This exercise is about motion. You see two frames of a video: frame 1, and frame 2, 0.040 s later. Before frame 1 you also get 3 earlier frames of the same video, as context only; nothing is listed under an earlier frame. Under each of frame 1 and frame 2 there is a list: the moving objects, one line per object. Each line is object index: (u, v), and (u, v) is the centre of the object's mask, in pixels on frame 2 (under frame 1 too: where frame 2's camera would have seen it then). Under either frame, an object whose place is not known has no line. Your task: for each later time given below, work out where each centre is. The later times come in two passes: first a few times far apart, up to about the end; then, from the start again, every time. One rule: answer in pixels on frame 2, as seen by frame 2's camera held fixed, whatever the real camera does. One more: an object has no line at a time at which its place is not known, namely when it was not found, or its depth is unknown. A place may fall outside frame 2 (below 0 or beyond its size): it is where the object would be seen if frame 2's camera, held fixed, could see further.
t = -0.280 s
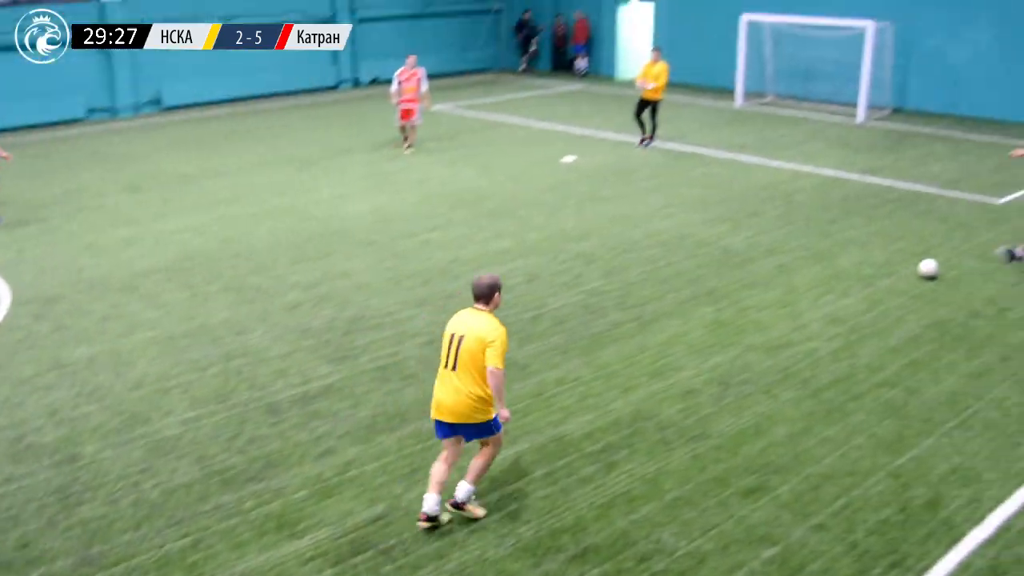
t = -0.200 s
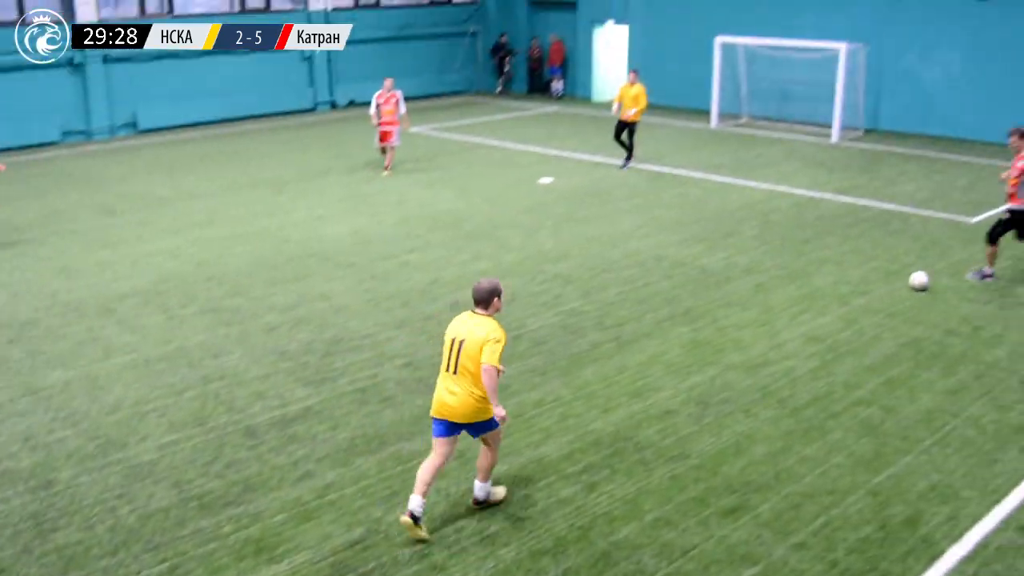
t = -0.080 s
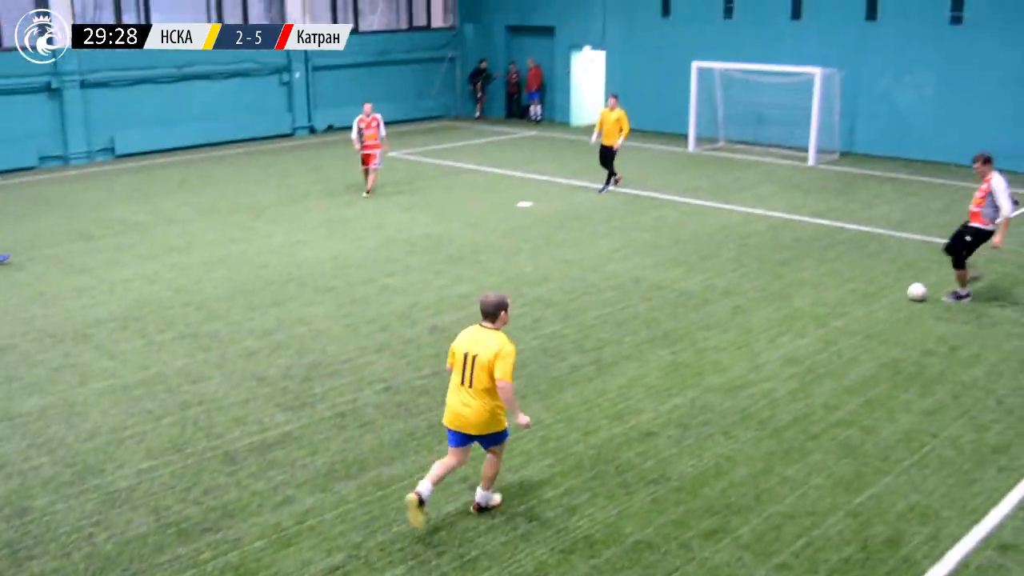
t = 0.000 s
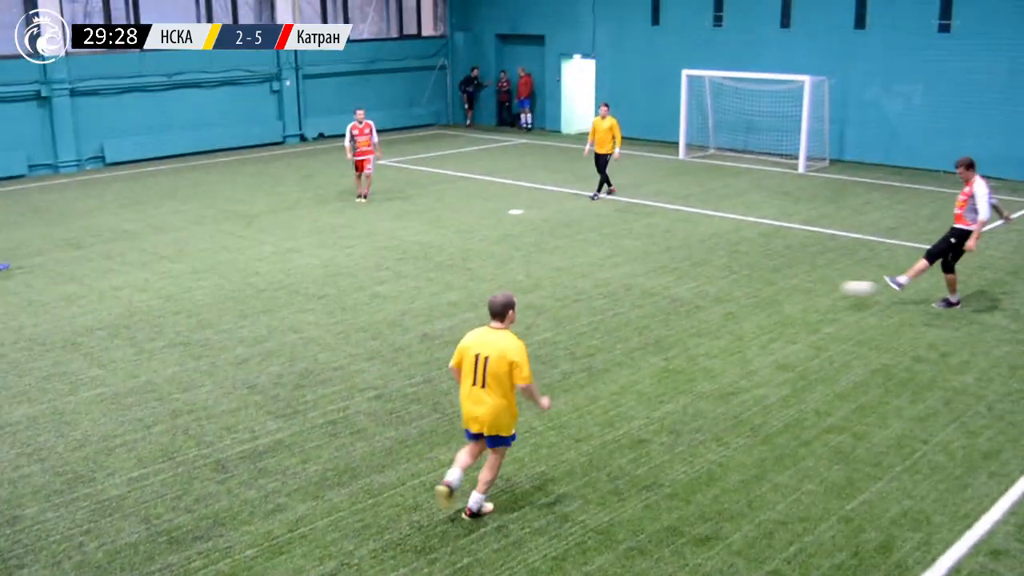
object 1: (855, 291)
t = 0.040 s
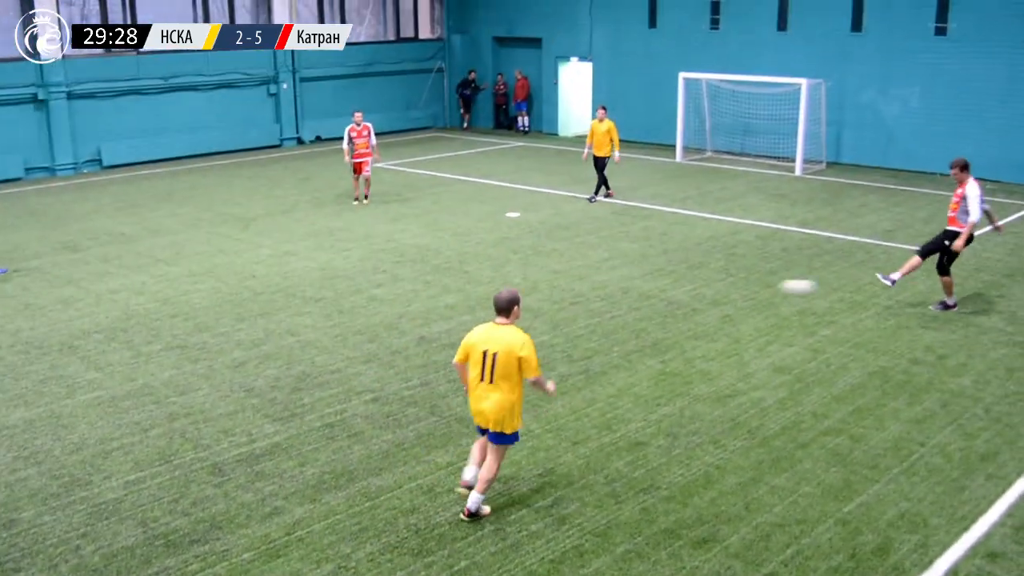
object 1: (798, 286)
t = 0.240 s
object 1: (481, 293)
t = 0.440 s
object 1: (127, 346)
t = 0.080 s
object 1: (739, 285)
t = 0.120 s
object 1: (677, 283)
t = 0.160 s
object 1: (614, 284)
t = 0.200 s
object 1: (557, 287)
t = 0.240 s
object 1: (481, 293)
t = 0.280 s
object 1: (412, 299)
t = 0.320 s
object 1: (341, 309)
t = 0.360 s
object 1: (271, 319)
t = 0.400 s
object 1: (198, 332)
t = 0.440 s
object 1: (127, 346)
